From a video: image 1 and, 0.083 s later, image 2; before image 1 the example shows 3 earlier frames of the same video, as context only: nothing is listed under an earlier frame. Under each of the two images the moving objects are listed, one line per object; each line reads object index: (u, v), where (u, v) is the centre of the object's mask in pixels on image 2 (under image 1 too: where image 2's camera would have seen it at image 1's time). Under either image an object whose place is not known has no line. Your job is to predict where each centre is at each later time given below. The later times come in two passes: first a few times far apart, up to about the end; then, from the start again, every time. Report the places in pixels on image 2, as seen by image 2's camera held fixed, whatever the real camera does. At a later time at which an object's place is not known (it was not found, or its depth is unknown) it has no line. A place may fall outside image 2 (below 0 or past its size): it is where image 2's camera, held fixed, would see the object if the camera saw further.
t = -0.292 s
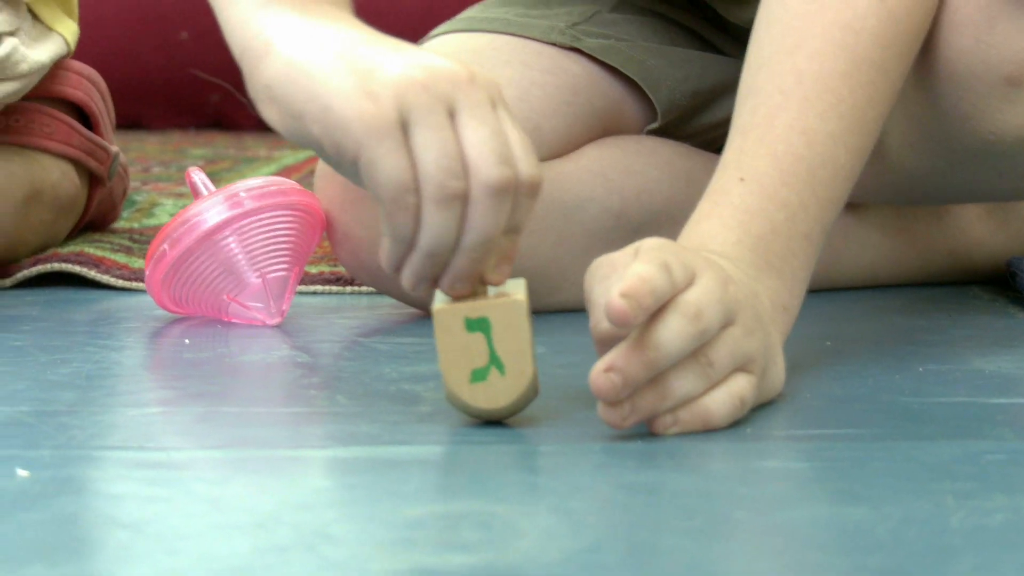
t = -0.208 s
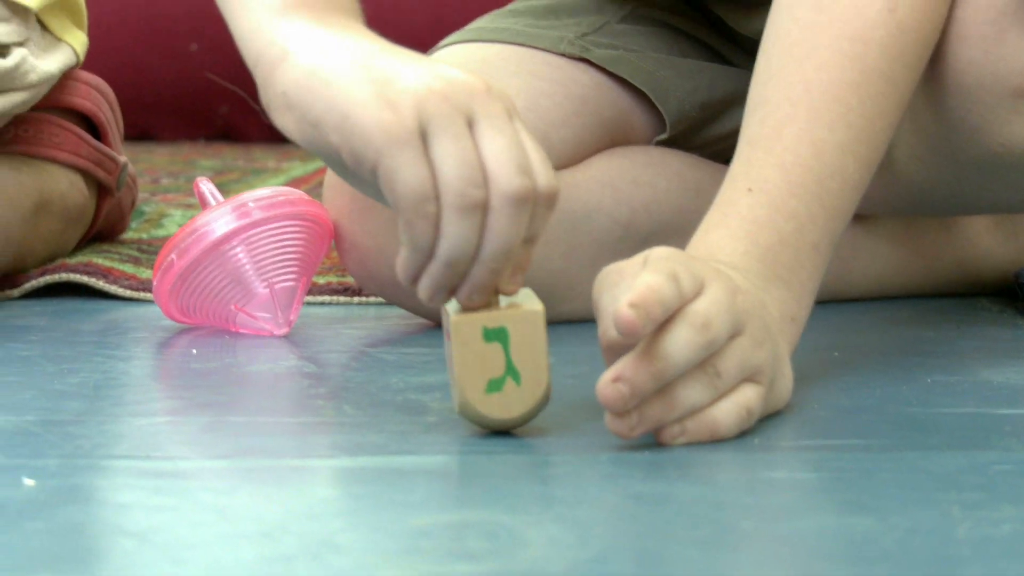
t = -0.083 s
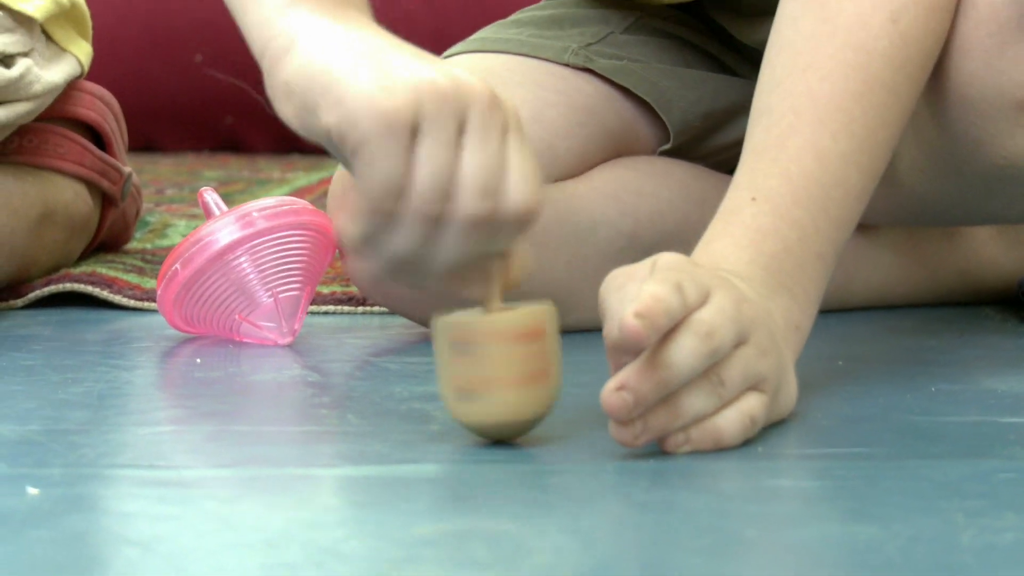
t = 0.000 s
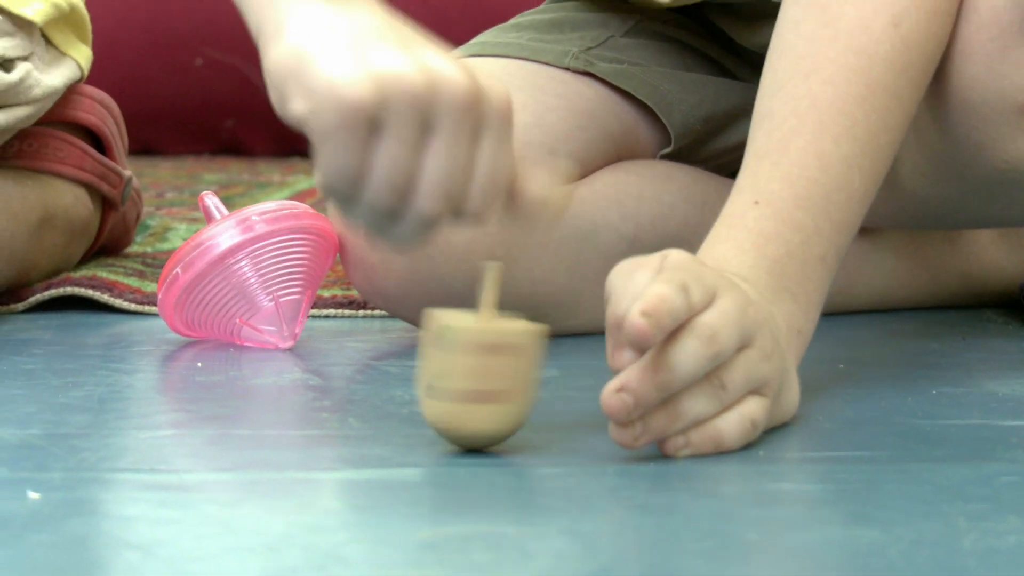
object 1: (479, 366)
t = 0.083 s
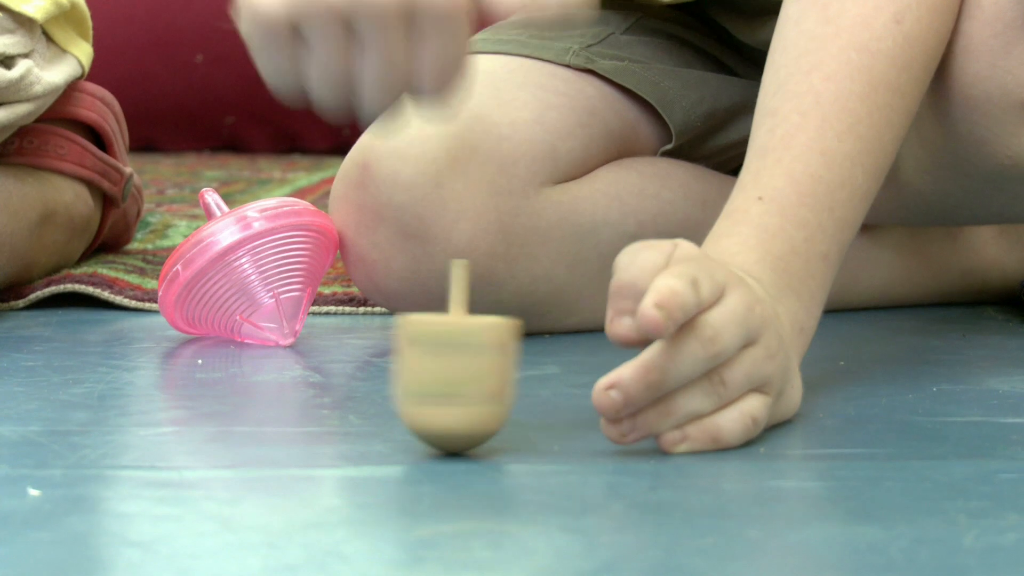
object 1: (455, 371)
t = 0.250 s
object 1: (385, 376)
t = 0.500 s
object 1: (259, 375)
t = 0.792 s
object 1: (176, 359)
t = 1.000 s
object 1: (184, 346)
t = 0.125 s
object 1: (440, 369)
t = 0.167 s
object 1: (423, 374)
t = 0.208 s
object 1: (405, 373)
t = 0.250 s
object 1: (385, 376)
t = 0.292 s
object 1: (365, 376)
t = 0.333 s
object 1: (343, 378)
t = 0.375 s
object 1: (323, 379)
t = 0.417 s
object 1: (299, 378)
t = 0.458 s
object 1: (279, 377)
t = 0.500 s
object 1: (259, 375)
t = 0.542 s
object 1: (241, 374)
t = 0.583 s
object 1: (224, 373)
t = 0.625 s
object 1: (207, 370)
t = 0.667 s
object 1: (198, 369)
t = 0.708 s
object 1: (186, 364)
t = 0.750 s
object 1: (179, 363)
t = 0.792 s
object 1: (176, 359)
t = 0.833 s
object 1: (170, 356)
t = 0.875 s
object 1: (171, 354)
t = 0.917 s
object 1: (172, 350)
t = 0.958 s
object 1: (176, 348)
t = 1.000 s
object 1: (184, 346)
